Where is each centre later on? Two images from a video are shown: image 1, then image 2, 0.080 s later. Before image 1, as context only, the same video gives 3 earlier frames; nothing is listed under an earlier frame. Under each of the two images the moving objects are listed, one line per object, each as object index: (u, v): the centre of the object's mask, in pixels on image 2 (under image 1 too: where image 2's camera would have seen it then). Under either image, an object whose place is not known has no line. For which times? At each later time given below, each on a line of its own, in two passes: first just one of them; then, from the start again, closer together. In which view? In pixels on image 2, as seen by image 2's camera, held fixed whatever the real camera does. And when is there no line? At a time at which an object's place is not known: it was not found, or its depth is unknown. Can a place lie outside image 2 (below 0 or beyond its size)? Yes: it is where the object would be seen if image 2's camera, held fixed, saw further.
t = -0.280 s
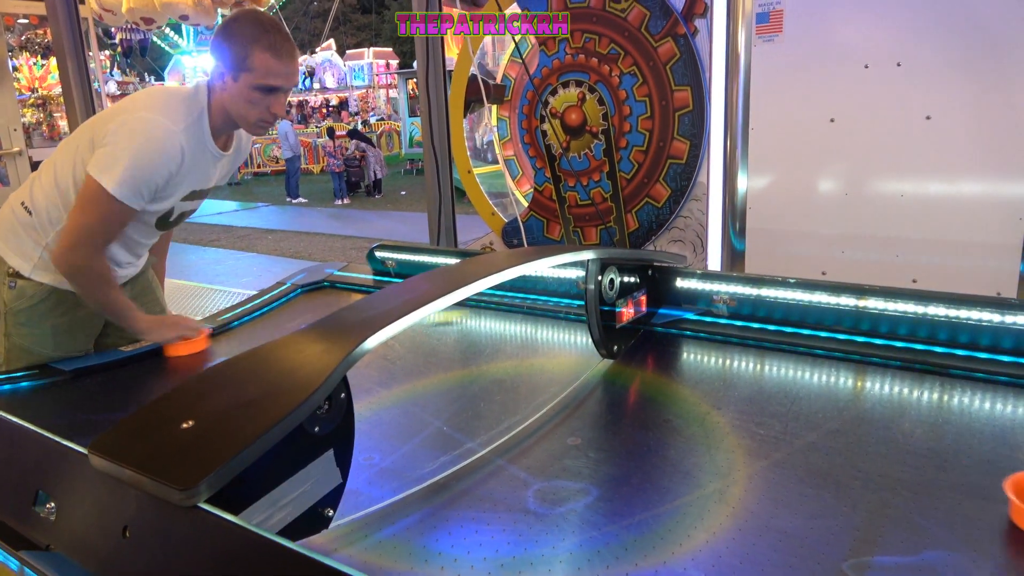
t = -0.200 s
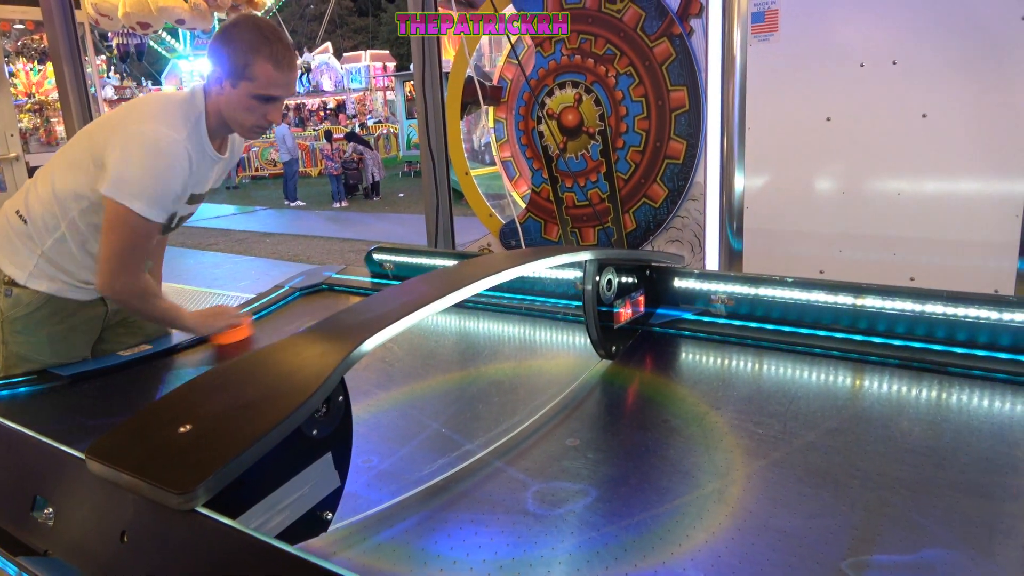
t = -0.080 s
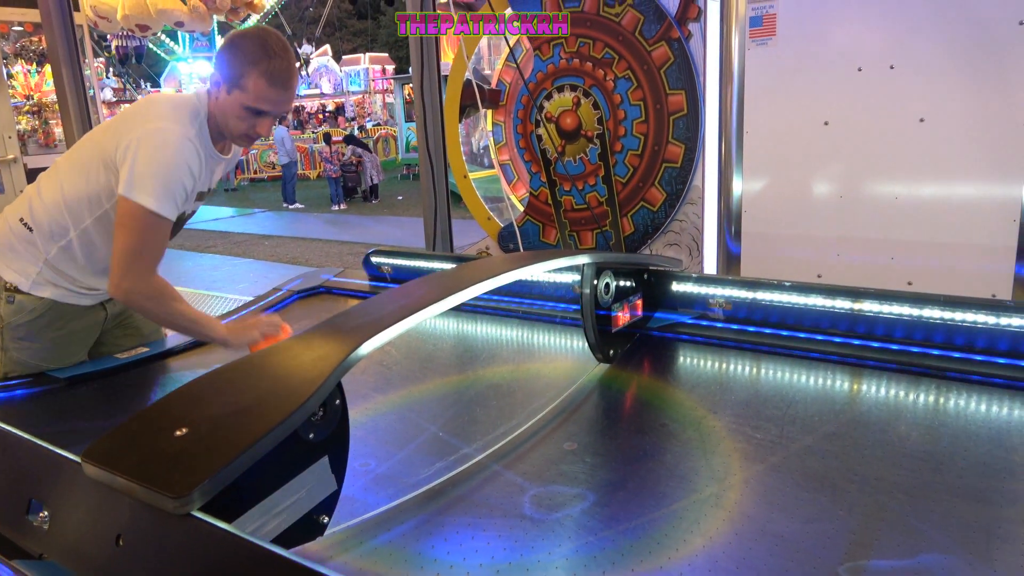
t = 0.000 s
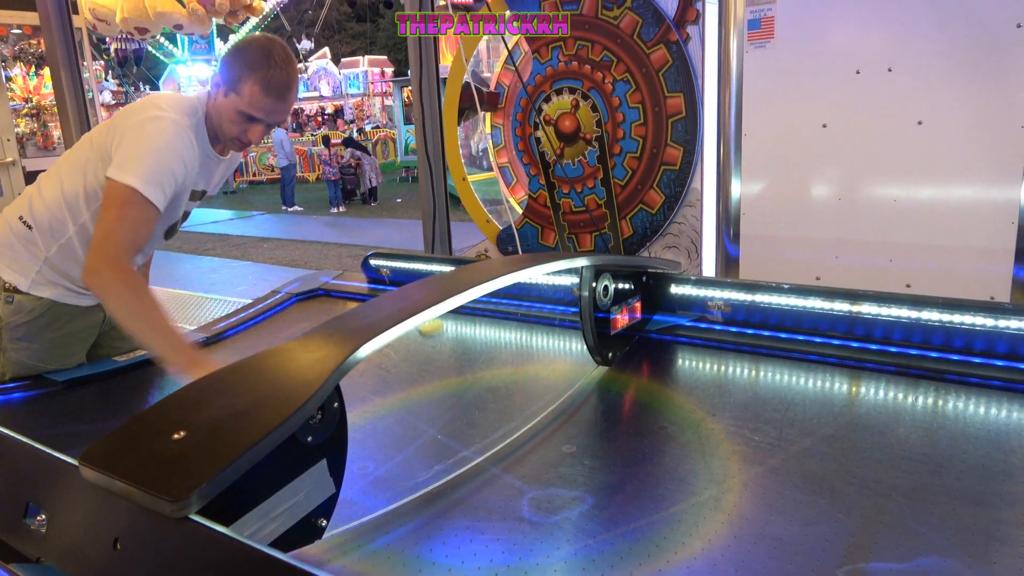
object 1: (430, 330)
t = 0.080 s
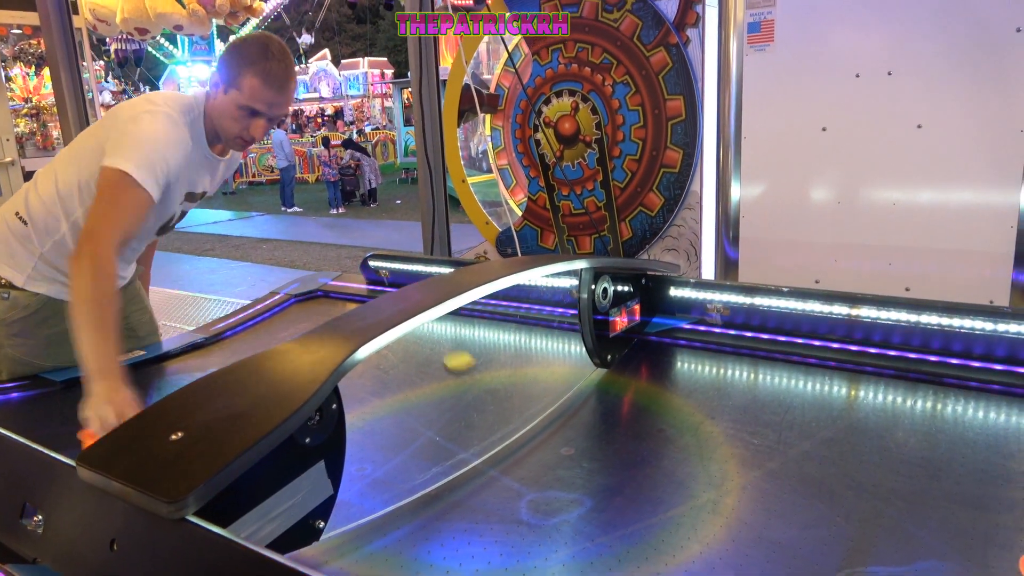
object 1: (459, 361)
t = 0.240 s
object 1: (529, 453)
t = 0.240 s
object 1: (529, 453)
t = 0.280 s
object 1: (553, 482)
